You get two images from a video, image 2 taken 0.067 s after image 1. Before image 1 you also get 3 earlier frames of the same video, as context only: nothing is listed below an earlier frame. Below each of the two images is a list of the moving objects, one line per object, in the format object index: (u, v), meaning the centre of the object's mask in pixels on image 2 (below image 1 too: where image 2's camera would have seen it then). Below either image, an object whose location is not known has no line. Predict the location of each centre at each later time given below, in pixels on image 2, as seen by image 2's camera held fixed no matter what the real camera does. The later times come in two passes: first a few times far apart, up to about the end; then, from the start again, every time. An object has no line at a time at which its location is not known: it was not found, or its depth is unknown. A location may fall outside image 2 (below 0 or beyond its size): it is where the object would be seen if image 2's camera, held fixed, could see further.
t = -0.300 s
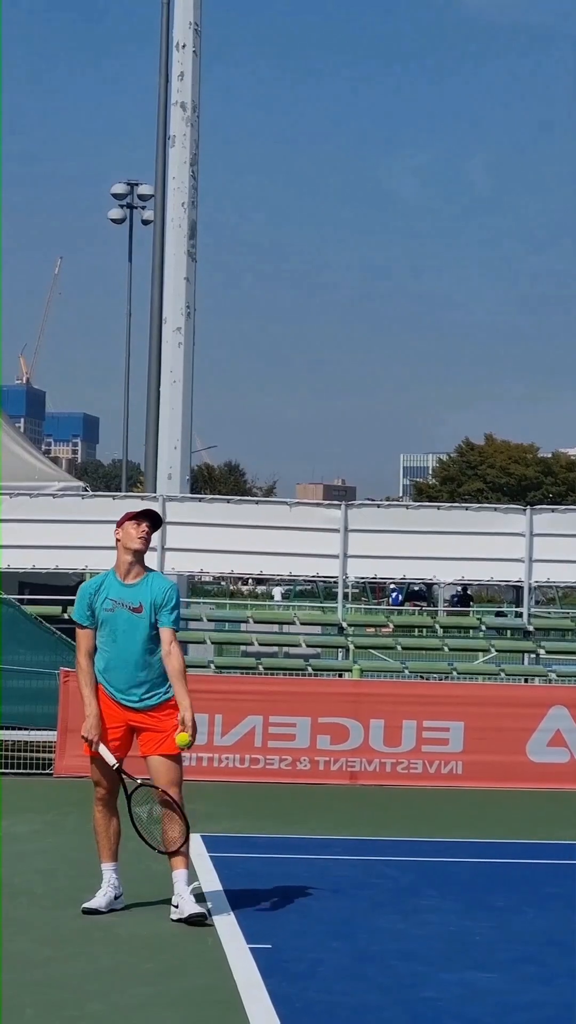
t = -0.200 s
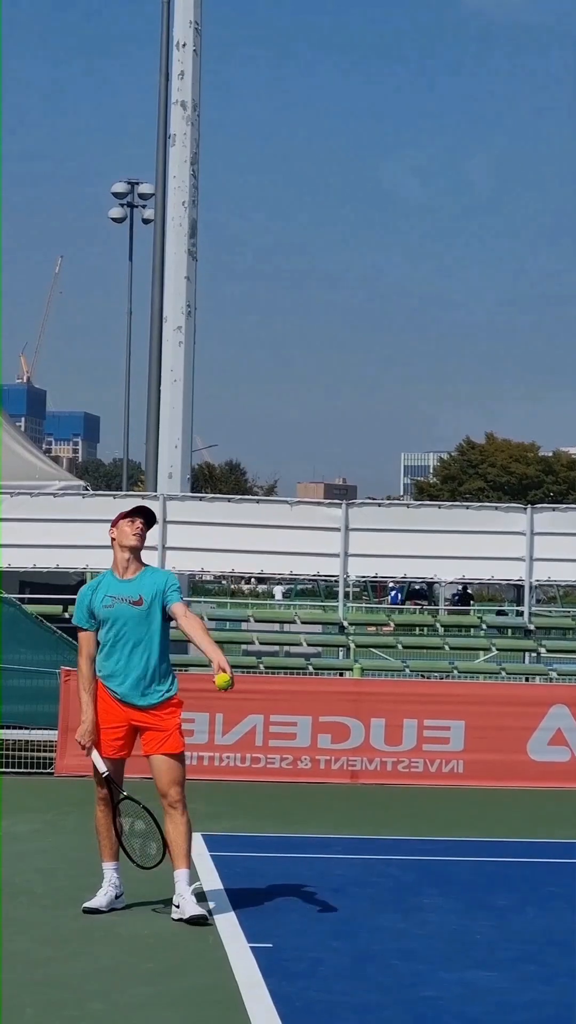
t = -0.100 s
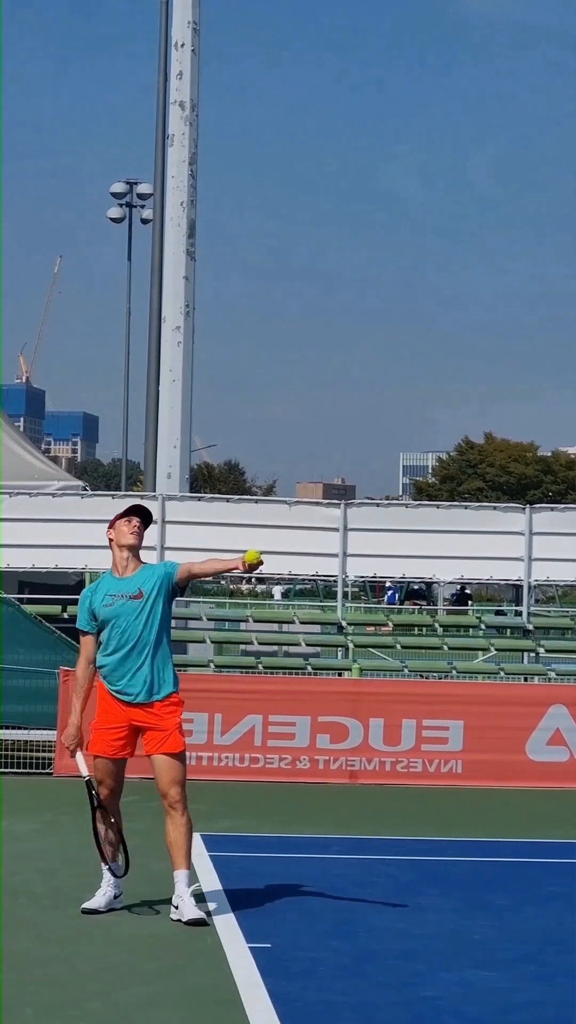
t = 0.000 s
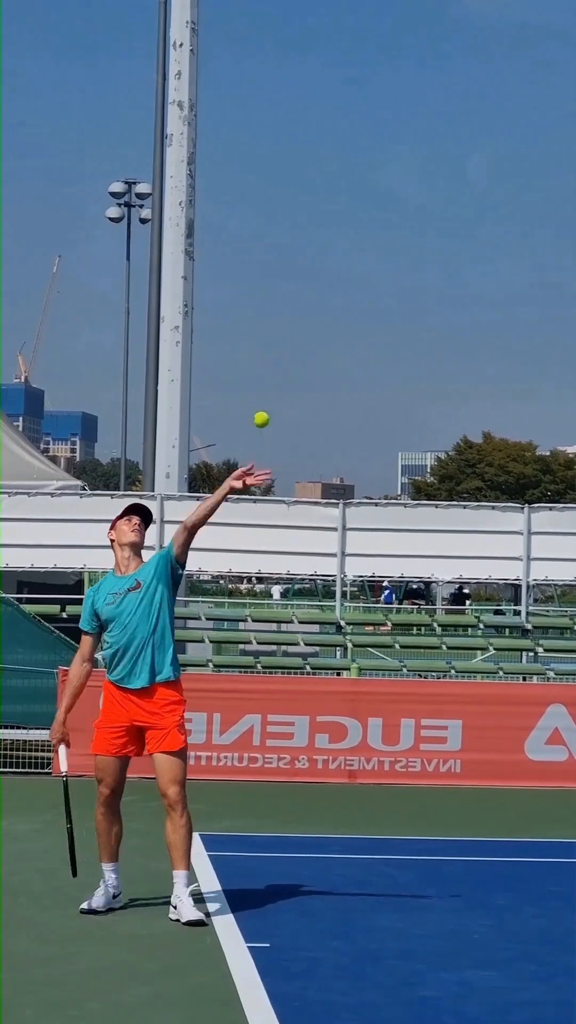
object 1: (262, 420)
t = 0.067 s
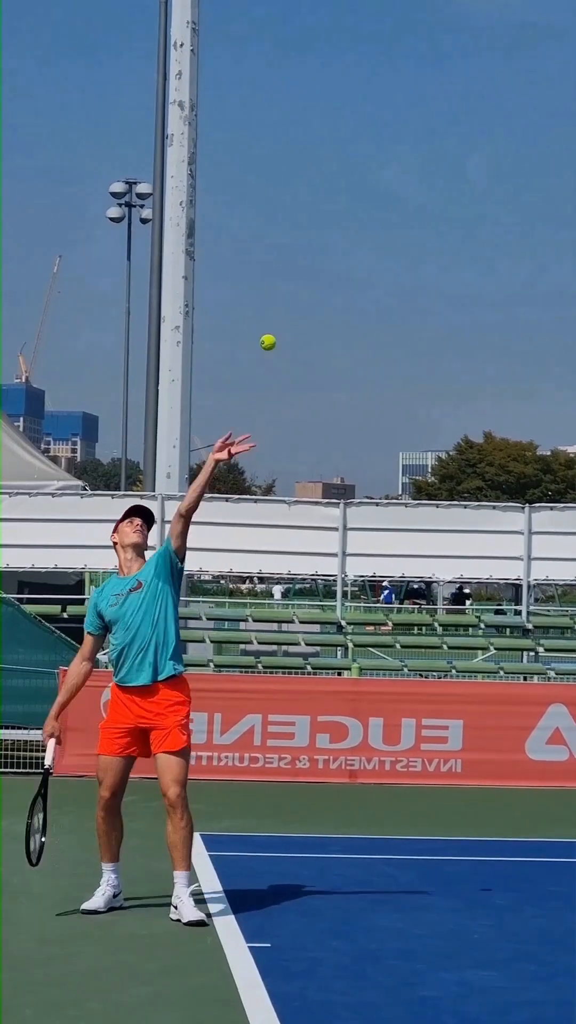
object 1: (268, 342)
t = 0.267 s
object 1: (283, 176)
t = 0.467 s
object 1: (295, 103)
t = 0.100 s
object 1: (271, 308)
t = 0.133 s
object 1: (273, 276)
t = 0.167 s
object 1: (276, 247)
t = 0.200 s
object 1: (278, 221)
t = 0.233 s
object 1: (281, 197)
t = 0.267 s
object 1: (283, 176)
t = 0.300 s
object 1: (285, 158)
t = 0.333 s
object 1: (287, 142)
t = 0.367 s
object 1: (289, 128)
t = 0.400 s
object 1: (291, 117)
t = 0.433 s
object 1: (293, 109)
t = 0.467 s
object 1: (295, 103)
